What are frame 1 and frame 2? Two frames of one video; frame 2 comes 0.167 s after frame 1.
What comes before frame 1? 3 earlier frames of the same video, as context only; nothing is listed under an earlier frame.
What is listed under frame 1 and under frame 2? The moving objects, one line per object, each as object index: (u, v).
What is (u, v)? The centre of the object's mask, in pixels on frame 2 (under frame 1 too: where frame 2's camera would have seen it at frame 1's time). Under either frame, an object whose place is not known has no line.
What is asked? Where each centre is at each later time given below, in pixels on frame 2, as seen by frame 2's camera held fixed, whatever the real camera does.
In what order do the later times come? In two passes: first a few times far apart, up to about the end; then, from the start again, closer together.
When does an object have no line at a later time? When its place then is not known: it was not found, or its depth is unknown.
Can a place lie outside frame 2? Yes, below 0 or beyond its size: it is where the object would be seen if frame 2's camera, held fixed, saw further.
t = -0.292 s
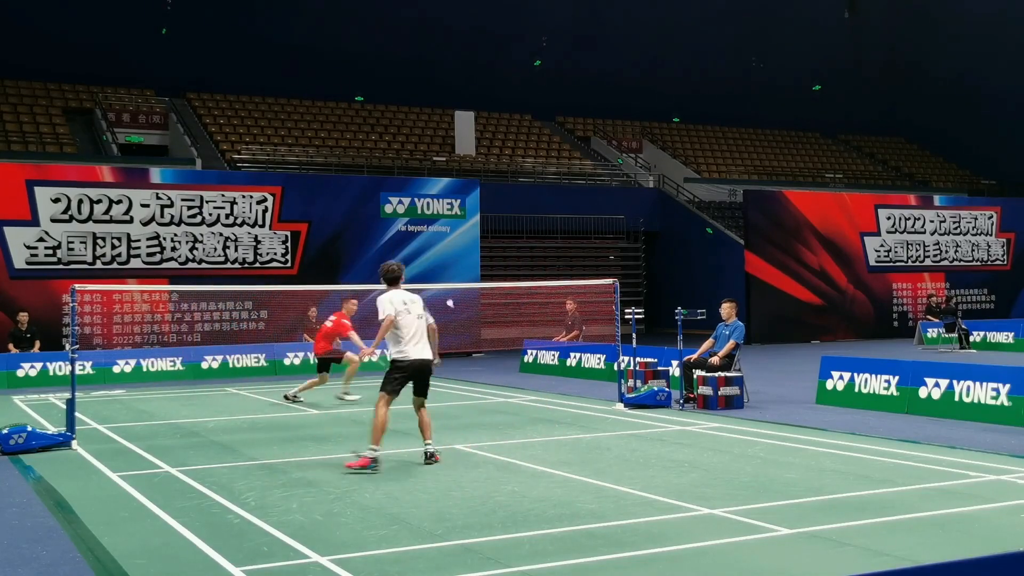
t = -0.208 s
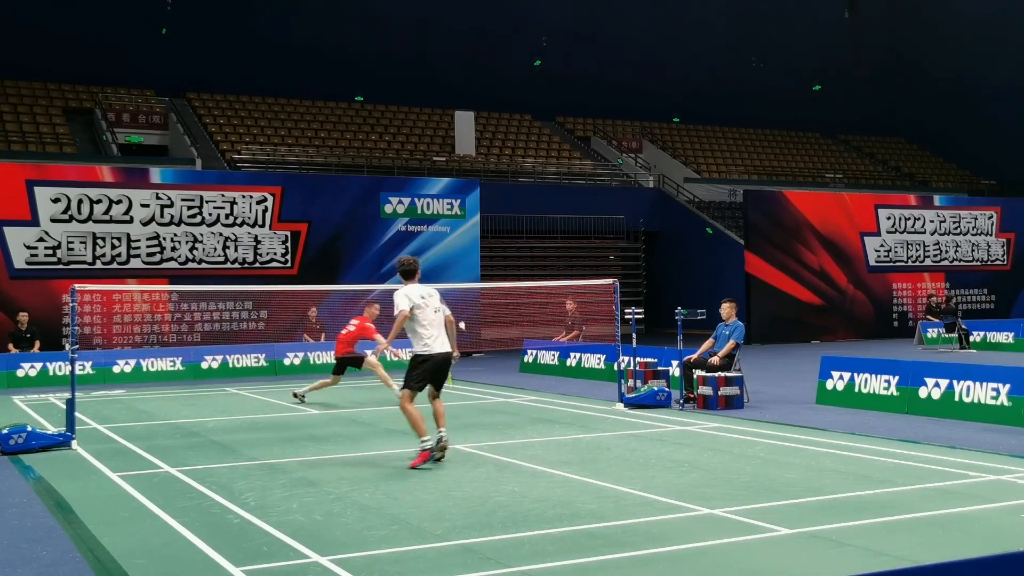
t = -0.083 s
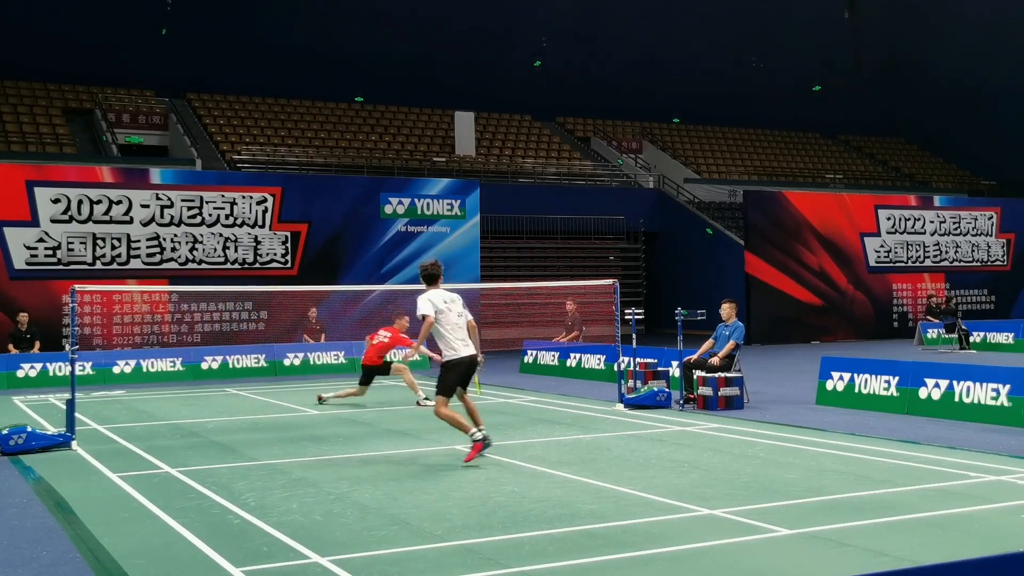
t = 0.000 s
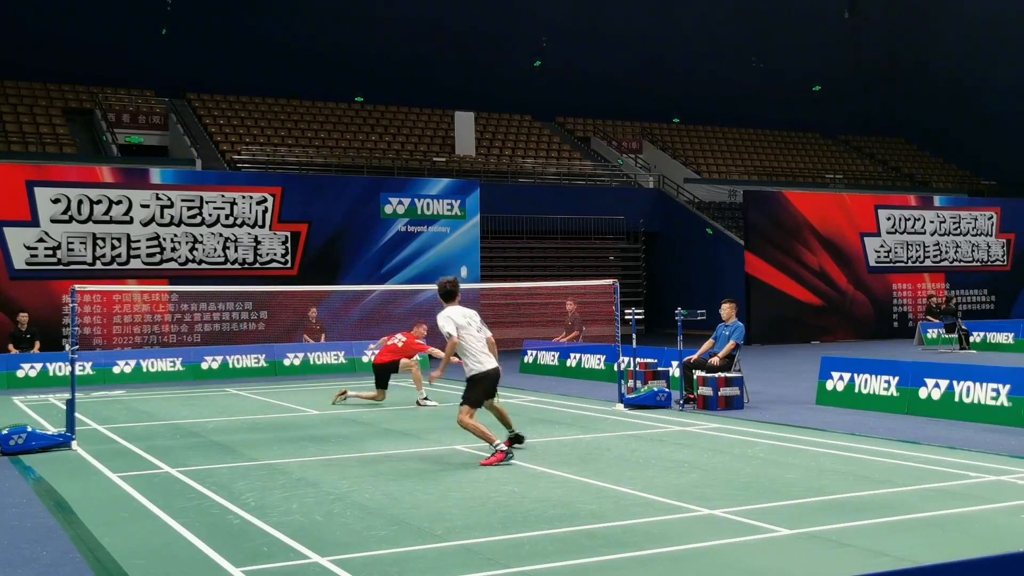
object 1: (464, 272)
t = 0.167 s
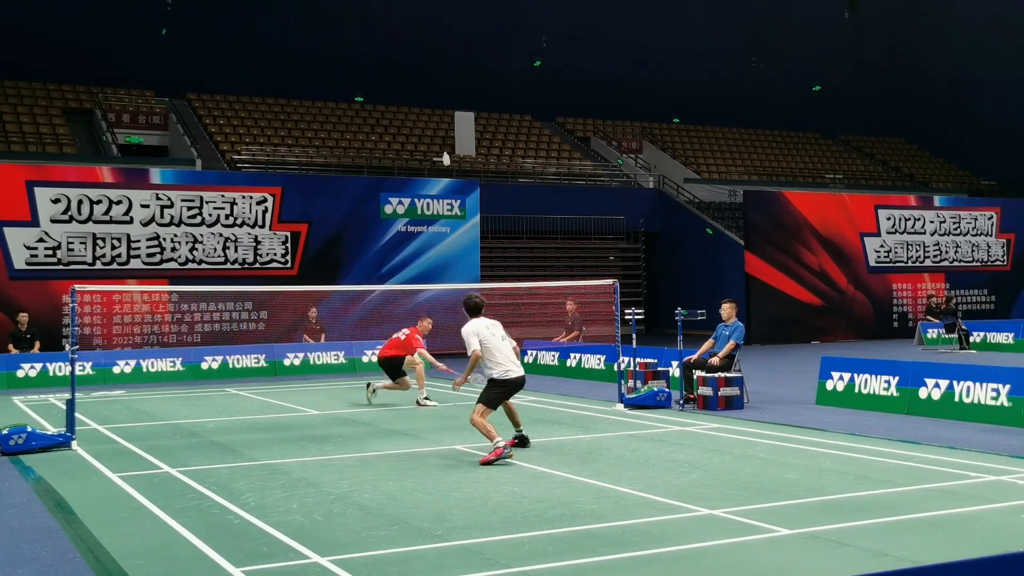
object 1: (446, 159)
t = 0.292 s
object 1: (430, 84)
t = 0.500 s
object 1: (406, 10)
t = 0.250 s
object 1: (434, 101)
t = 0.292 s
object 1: (430, 84)
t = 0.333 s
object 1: (427, 70)
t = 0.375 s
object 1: (421, 50)
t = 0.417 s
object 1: (417, 38)
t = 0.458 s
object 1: (412, 23)
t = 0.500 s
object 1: (406, 10)
